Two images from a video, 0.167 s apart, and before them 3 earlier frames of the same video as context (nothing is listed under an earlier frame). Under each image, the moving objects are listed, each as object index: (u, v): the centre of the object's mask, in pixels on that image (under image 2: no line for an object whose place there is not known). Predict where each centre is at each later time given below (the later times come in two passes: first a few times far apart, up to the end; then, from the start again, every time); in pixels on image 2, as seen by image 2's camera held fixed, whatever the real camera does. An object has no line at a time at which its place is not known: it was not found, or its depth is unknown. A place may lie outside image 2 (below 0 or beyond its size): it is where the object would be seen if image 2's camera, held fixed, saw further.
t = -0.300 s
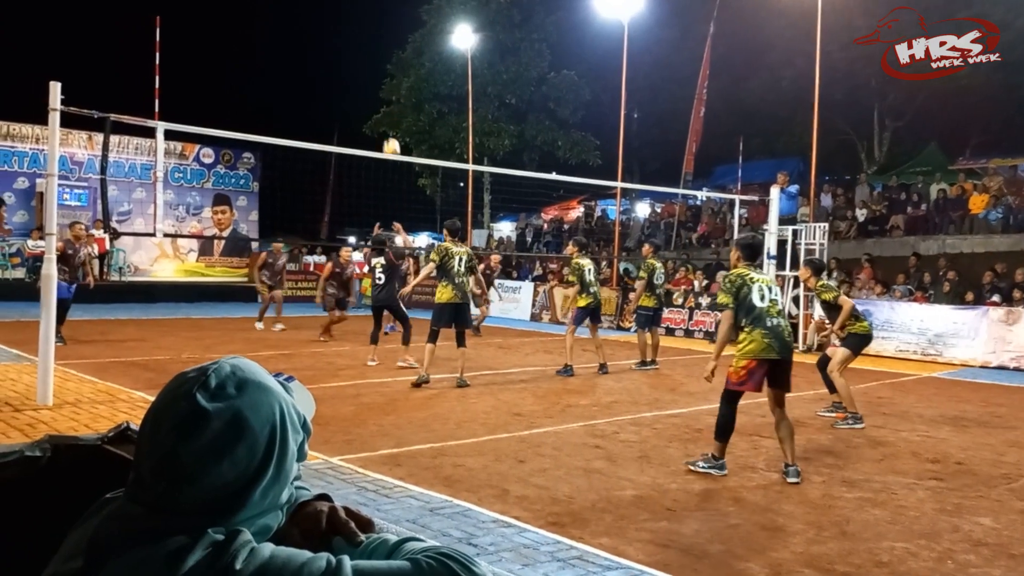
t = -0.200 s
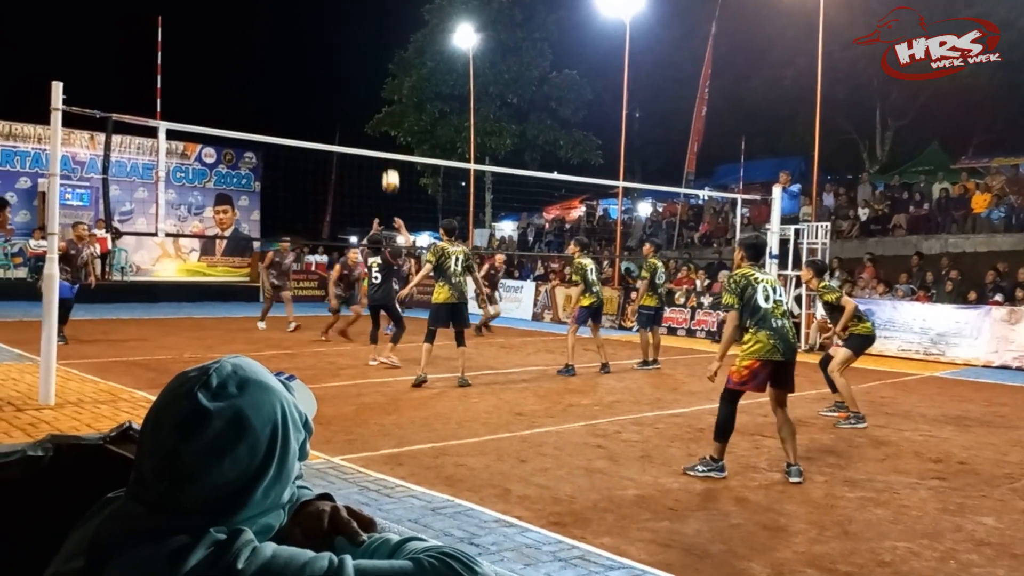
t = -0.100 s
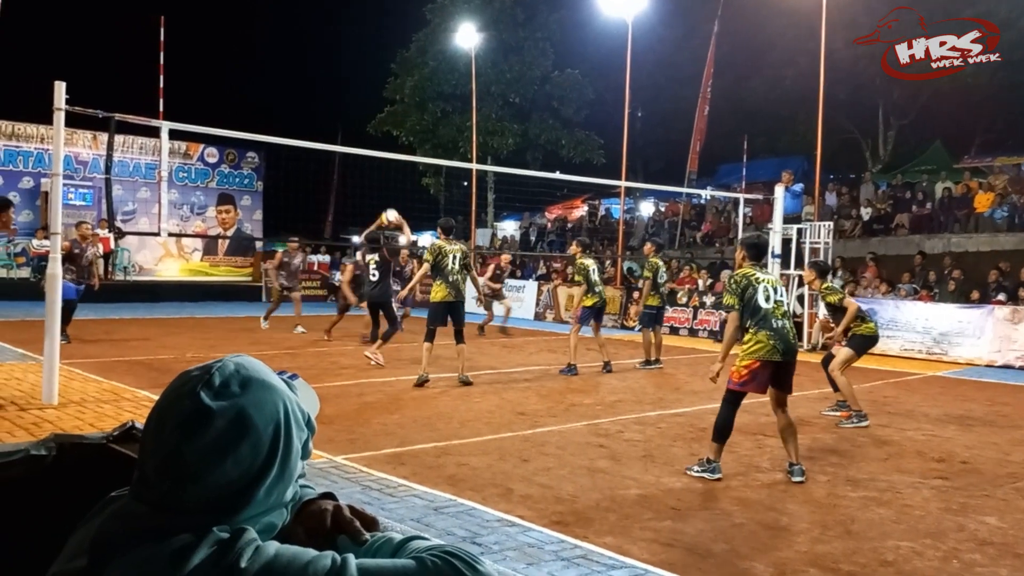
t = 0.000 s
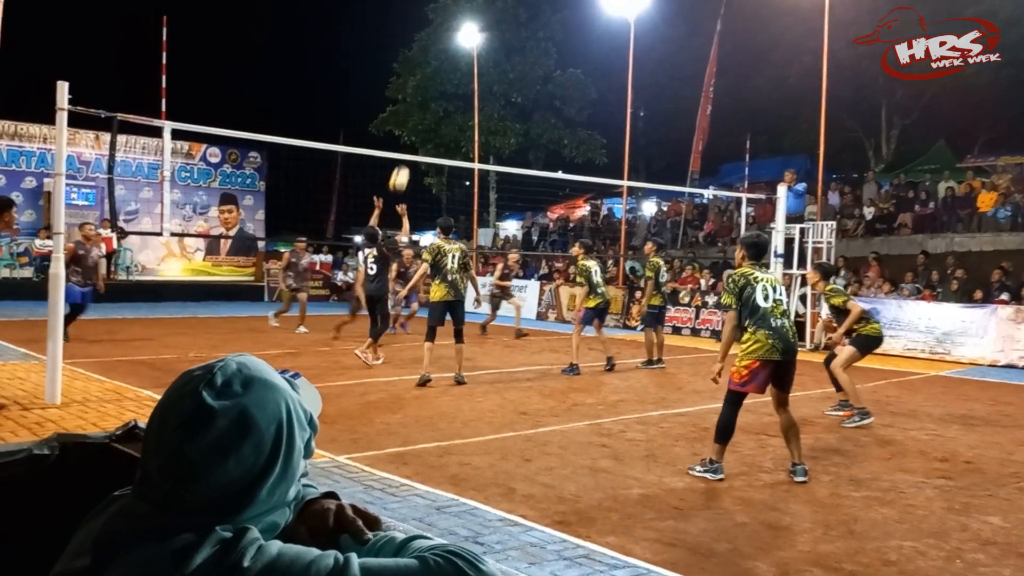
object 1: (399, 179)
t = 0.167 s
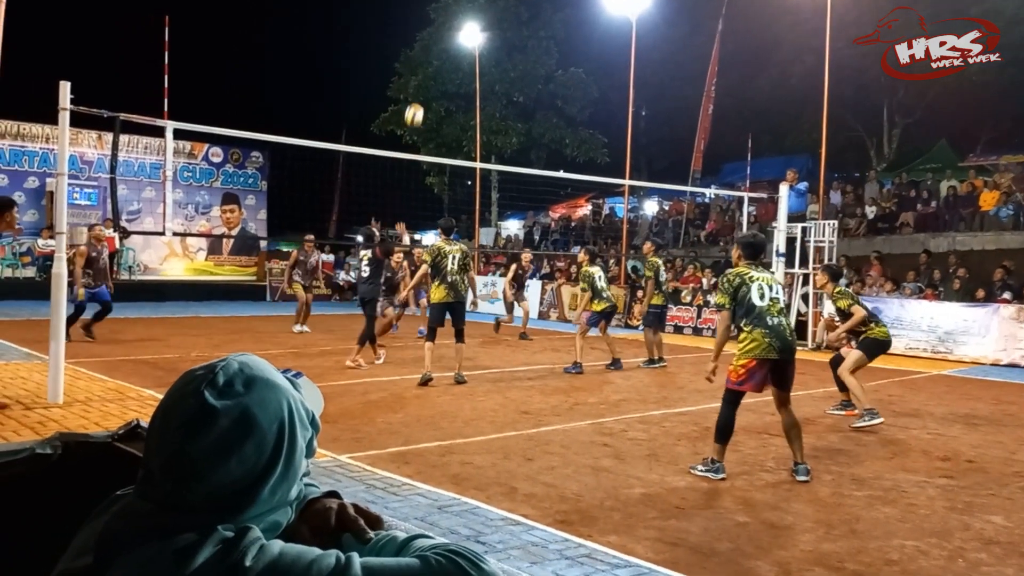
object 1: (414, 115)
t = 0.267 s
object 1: (421, 88)
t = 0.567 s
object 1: (440, 60)
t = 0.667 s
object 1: (445, 66)
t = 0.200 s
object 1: (416, 105)
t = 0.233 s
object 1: (419, 97)
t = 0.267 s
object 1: (421, 88)
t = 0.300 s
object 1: (423, 81)
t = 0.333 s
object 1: (425, 76)
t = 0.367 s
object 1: (427, 71)
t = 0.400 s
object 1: (430, 67)
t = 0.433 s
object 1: (432, 64)
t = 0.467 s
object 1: (434, 61)
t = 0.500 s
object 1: (436, 60)
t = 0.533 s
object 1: (438, 59)
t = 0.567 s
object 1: (440, 60)
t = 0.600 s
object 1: (441, 61)
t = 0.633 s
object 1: (443, 63)
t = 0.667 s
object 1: (445, 66)
